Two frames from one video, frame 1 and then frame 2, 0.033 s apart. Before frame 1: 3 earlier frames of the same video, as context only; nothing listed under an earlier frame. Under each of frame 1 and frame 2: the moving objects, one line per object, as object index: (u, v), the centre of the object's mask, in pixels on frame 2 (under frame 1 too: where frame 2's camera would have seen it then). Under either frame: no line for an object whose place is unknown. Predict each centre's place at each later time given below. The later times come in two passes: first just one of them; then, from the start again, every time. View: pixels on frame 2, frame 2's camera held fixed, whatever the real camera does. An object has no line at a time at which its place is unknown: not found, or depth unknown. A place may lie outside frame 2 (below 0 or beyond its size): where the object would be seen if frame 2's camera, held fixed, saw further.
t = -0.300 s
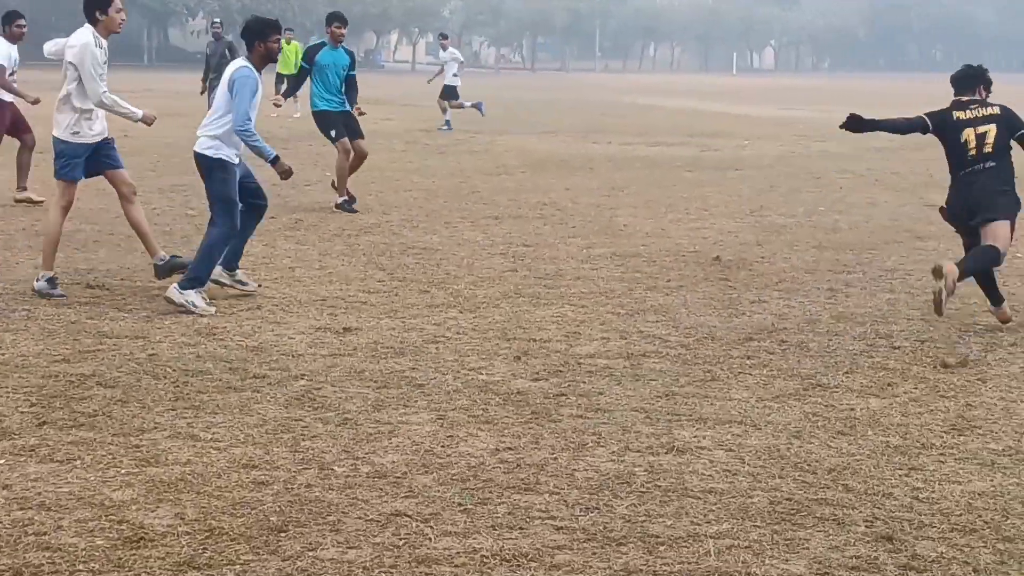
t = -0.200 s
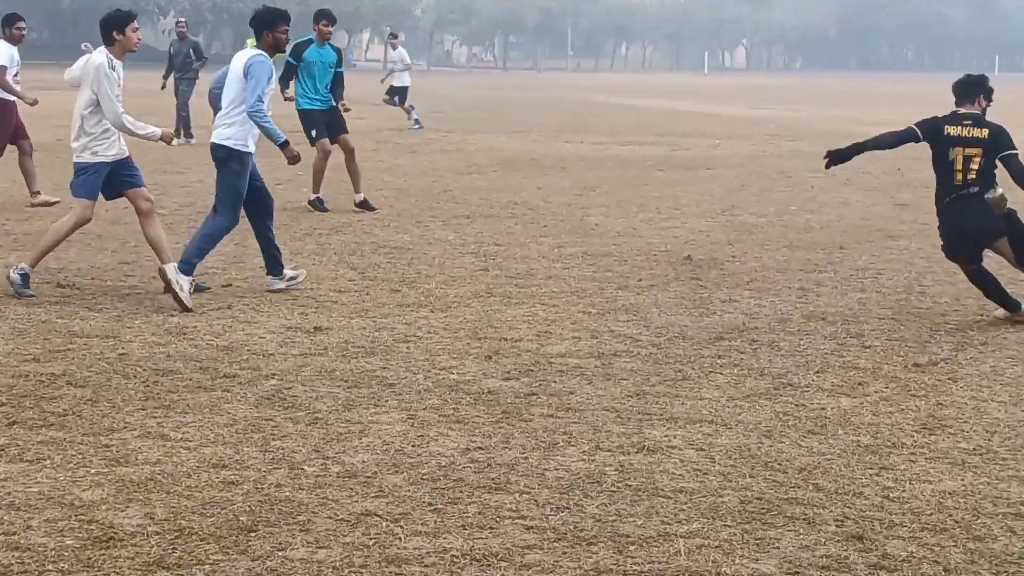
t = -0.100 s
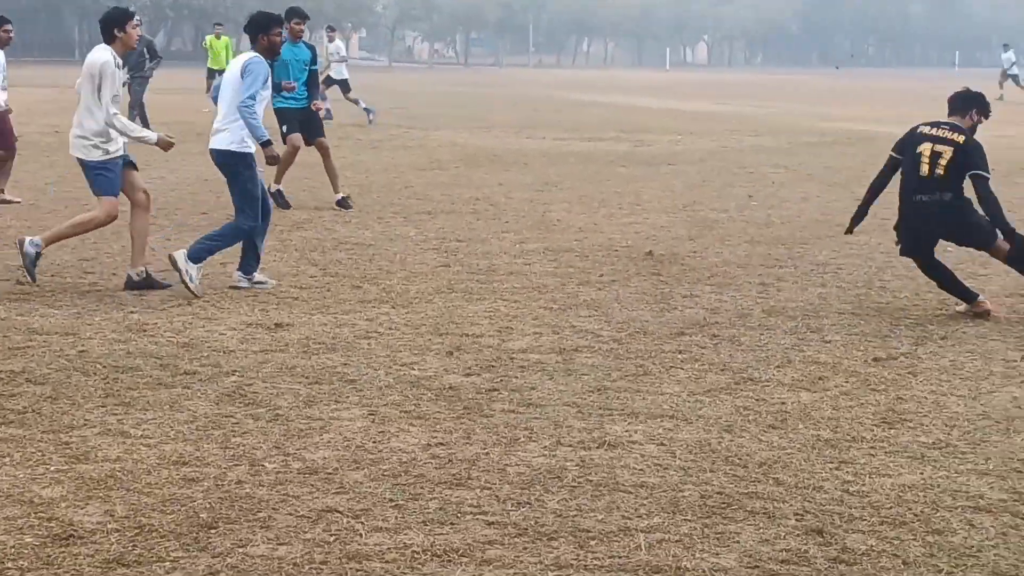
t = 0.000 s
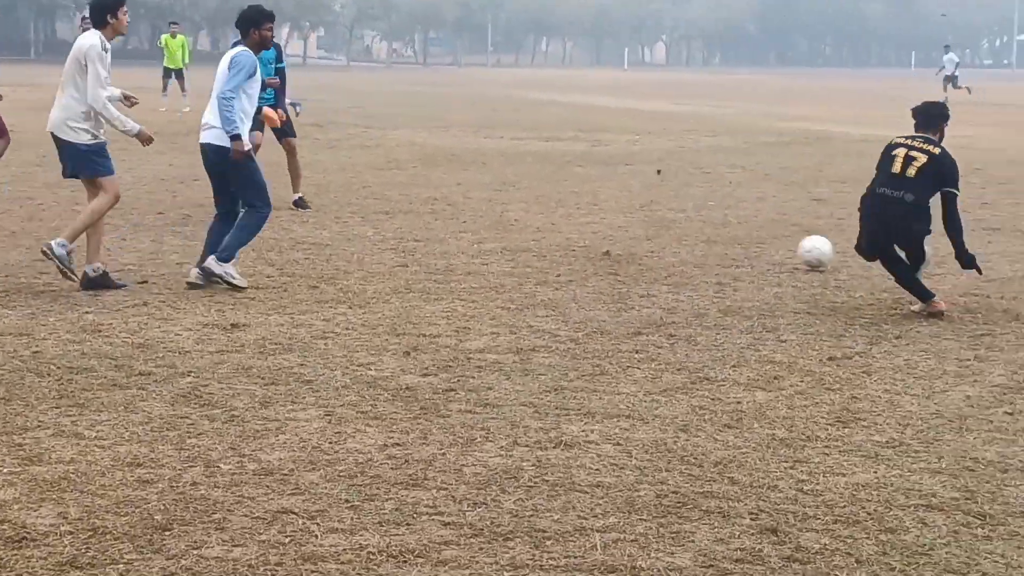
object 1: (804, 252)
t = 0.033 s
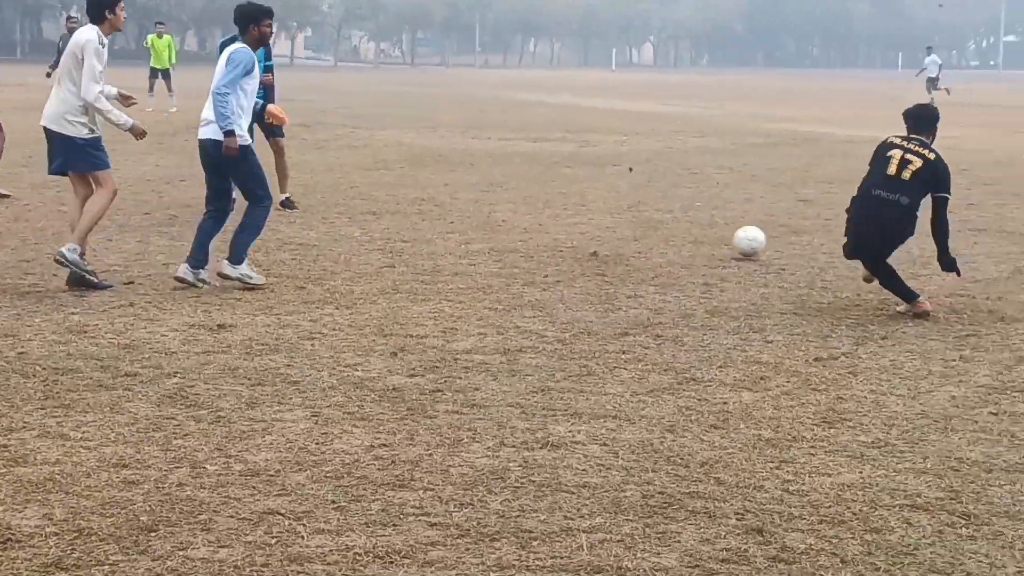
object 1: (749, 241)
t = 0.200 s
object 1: (548, 200)
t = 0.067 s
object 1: (702, 232)
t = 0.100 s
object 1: (657, 226)
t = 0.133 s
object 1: (619, 219)
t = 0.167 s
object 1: (583, 208)
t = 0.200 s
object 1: (548, 200)
